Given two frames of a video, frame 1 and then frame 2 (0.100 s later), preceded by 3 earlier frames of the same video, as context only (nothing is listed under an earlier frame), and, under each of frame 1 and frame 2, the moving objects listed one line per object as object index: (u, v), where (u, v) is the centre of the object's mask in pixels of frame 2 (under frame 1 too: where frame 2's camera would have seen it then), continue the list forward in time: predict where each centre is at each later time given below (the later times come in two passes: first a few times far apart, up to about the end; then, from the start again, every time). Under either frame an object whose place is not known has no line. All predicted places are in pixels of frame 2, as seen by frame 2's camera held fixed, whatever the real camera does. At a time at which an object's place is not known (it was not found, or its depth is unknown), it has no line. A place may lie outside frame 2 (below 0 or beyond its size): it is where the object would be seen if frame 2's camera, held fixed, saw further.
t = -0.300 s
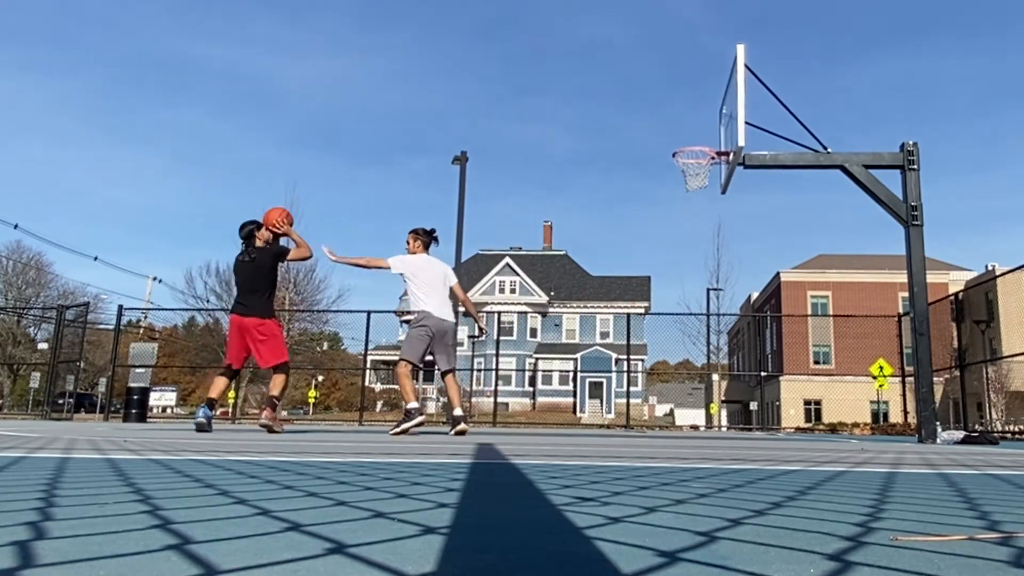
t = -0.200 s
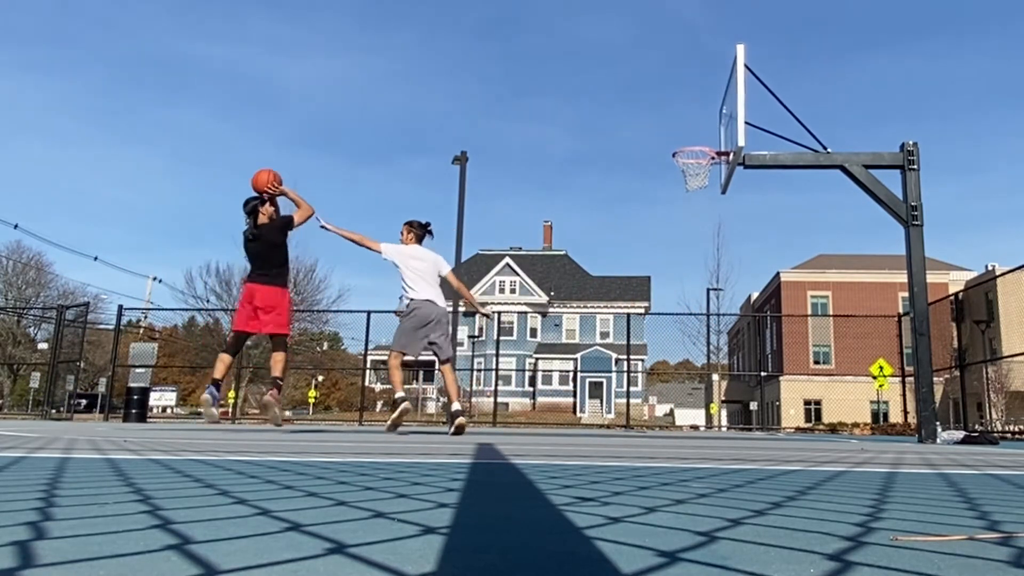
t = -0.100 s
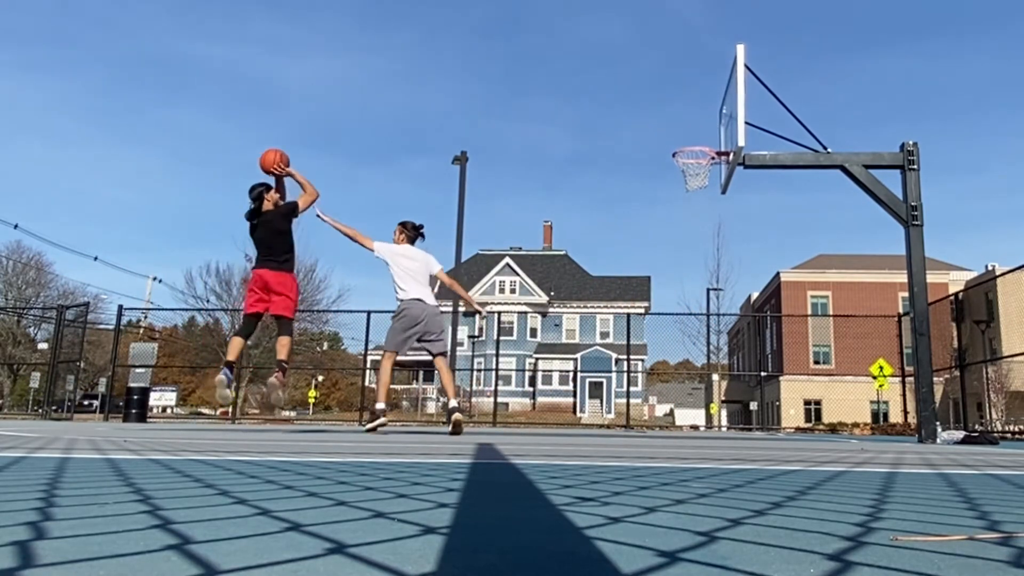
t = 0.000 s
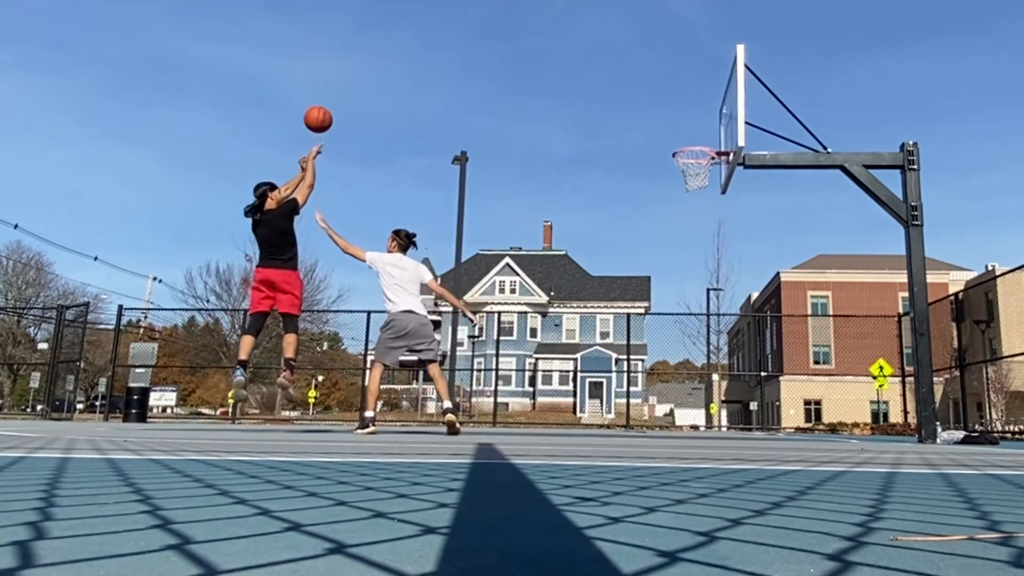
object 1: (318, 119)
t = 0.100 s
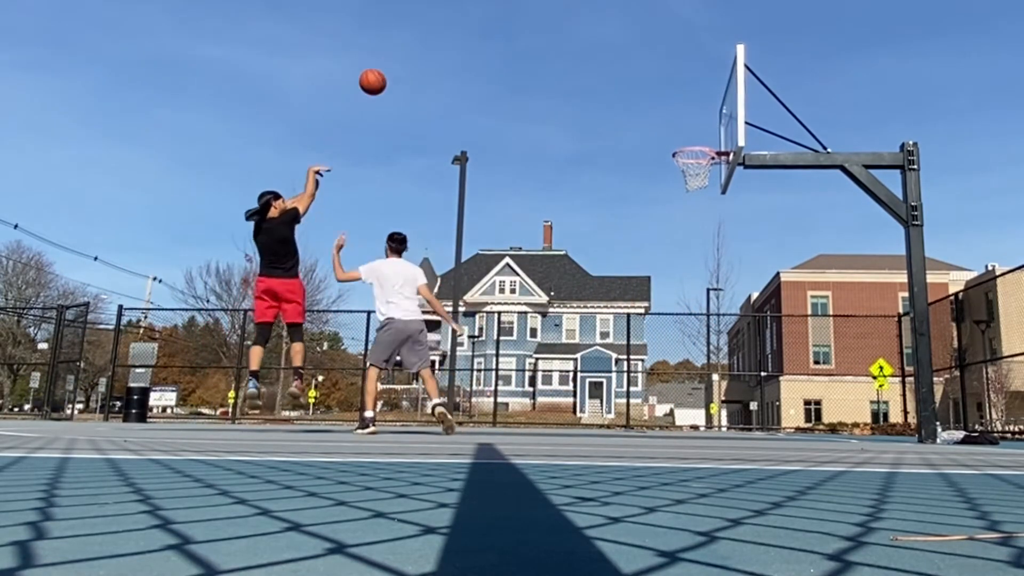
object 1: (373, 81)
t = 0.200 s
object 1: (422, 57)
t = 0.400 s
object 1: (509, 39)
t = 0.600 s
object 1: (585, 58)
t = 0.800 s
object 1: (653, 108)
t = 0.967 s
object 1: (703, 163)
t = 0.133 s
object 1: (390, 72)
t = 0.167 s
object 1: (406, 64)
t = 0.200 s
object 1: (422, 57)
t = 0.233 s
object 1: (438, 51)
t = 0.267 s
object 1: (453, 47)
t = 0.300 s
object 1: (467, 43)
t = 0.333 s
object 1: (482, 41)
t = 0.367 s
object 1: (496, 40)
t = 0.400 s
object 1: (509, 39)
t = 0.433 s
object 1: (523, 40)
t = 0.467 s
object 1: (536, 42)
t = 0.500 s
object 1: (548, 45)
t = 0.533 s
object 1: (561, 48)
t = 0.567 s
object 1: (573, 52)
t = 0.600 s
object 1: (585, 58)
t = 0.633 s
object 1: (597, 64)
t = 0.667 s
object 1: (609, 71)
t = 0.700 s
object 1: (620, 79)
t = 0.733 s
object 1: (631, 88)
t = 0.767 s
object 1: (642, 98)
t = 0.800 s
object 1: (653, 108)
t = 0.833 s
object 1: (664, 119)
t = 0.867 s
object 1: (674, 132)
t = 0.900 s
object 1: (684, 142)
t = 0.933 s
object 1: (693, 153)
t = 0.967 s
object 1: (703, 163)
